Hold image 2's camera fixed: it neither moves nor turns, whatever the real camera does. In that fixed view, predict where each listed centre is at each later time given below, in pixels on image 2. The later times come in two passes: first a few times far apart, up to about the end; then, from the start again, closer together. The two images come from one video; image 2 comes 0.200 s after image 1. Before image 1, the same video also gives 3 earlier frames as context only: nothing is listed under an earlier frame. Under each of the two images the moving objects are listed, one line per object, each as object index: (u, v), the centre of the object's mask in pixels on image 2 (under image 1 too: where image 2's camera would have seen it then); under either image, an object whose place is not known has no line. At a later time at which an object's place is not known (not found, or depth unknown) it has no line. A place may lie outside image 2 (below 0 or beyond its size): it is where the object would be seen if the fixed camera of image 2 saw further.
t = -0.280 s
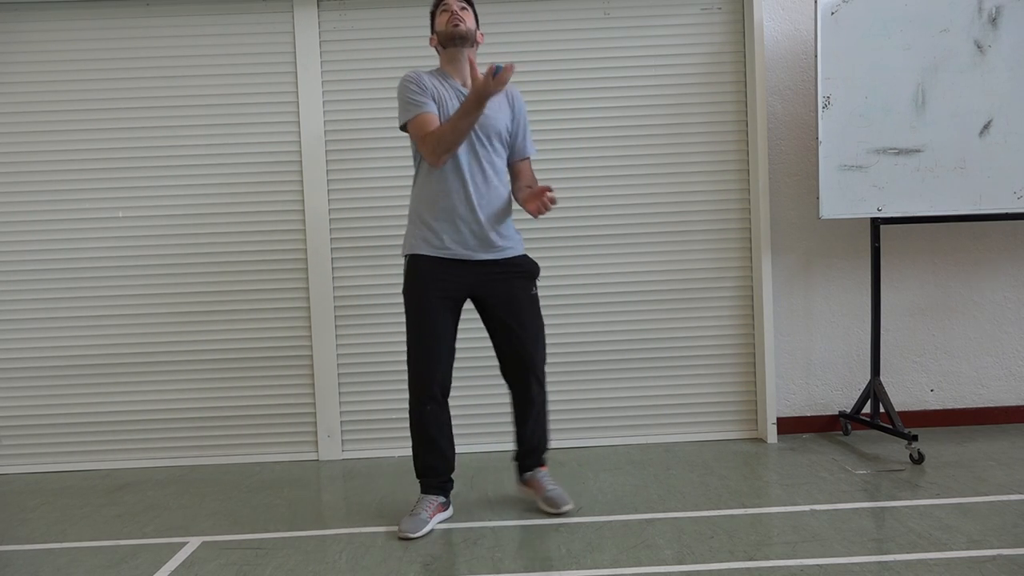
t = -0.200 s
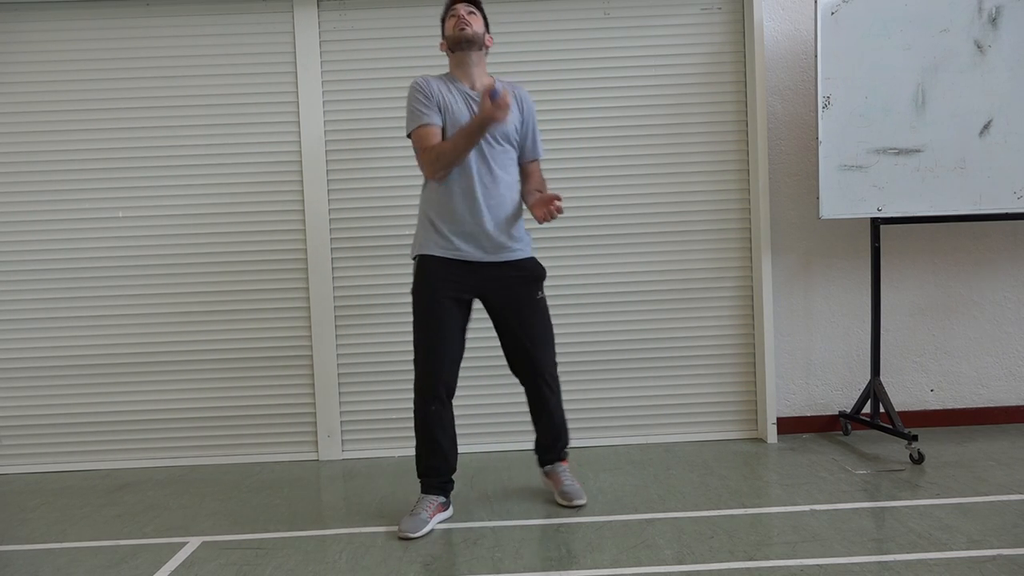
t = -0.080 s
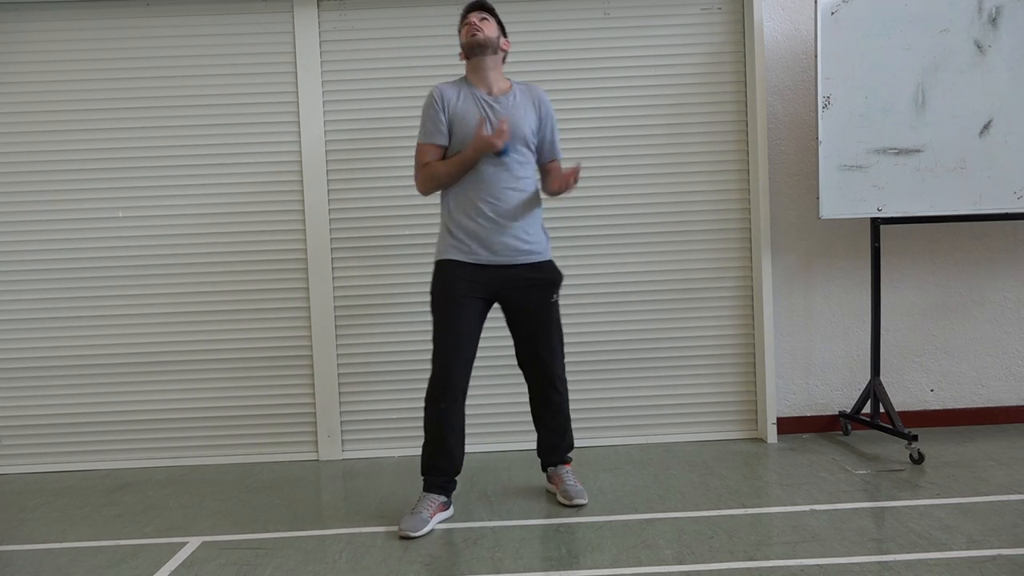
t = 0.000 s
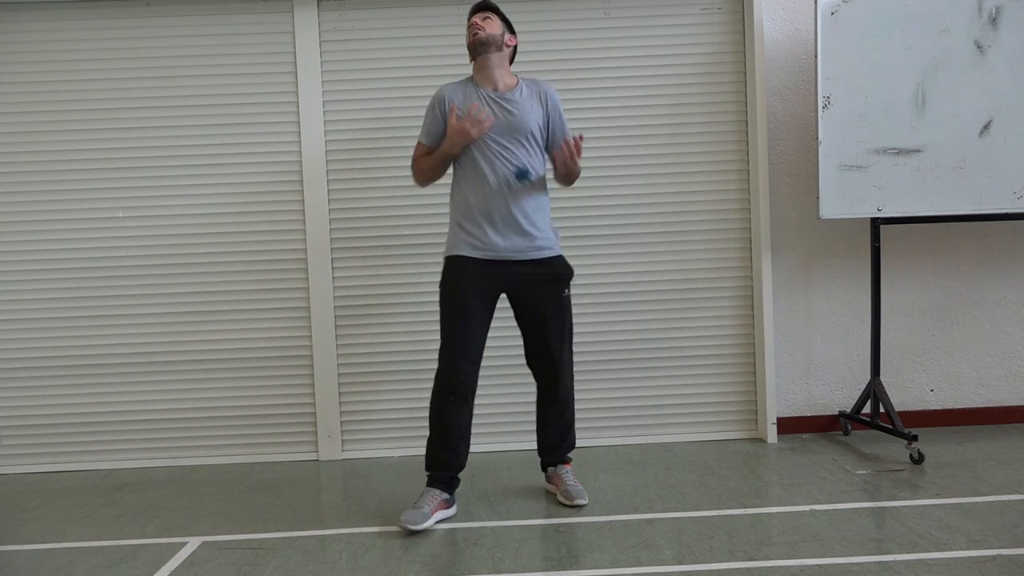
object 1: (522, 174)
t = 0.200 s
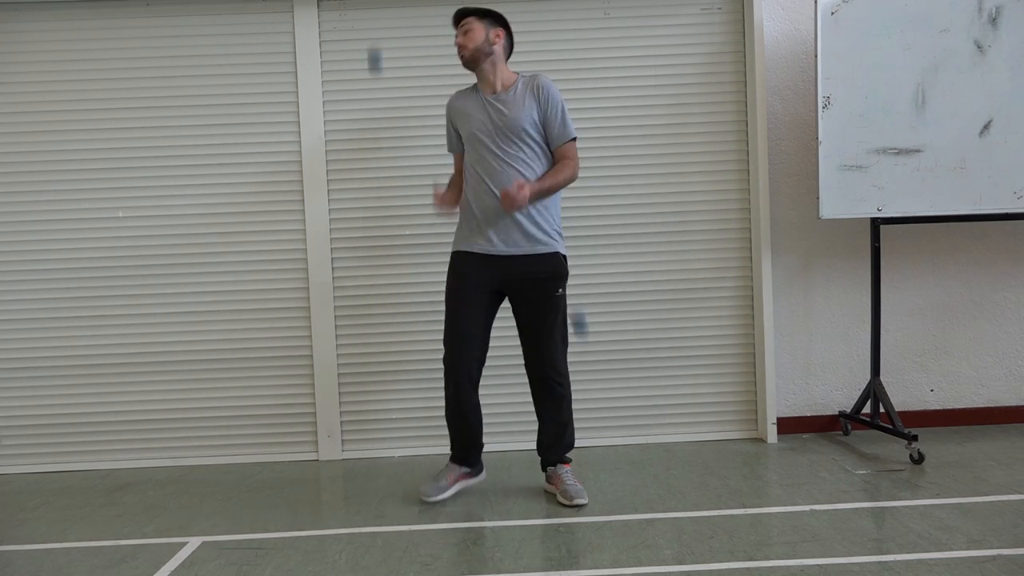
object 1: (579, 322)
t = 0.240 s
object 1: (591, 368)
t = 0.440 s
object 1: (639, 415)
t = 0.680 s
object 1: (680, 240)
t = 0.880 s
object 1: (723, 221)
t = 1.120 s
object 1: (787, 377)
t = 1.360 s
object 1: (853, 431)
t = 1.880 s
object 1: (1011, 383)
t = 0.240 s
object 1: (591, 368)
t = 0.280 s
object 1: (604, 420)
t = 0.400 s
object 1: (633, 458)
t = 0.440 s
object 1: (639, 415)
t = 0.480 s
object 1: (644, 376)
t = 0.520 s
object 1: (651, 341)
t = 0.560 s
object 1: (657, 309)
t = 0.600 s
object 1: (665, 282)
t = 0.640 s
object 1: (672, 259)
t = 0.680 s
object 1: (680, 240)
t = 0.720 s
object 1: (688, 227)
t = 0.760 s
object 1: (696, 218)
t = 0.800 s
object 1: (705, 214)
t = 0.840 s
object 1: (714, 215)
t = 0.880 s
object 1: (723, 221)
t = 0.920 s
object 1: (733, 233)
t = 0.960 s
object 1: (743, 251)
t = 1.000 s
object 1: (753, 273)
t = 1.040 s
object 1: (765, 302)
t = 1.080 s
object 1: (776, 337)
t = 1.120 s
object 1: (787, 377)
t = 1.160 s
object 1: (801, 425)
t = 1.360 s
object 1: (853, 431)
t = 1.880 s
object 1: (1011, 383)
